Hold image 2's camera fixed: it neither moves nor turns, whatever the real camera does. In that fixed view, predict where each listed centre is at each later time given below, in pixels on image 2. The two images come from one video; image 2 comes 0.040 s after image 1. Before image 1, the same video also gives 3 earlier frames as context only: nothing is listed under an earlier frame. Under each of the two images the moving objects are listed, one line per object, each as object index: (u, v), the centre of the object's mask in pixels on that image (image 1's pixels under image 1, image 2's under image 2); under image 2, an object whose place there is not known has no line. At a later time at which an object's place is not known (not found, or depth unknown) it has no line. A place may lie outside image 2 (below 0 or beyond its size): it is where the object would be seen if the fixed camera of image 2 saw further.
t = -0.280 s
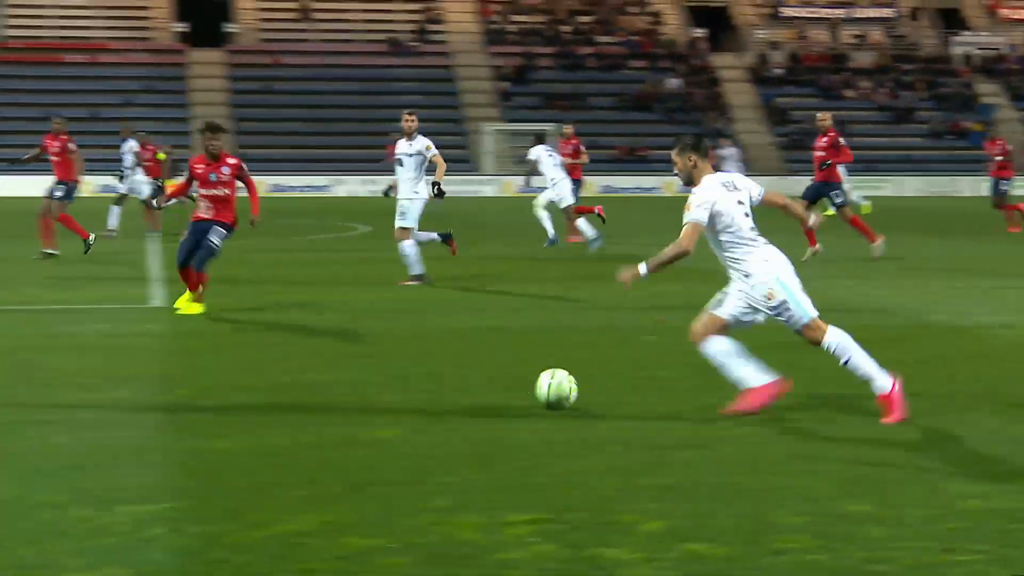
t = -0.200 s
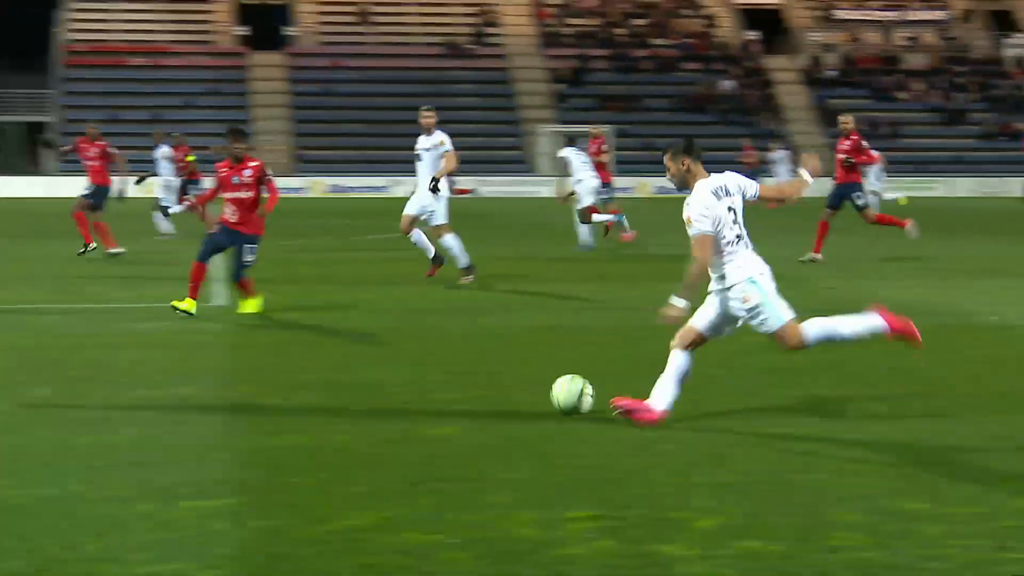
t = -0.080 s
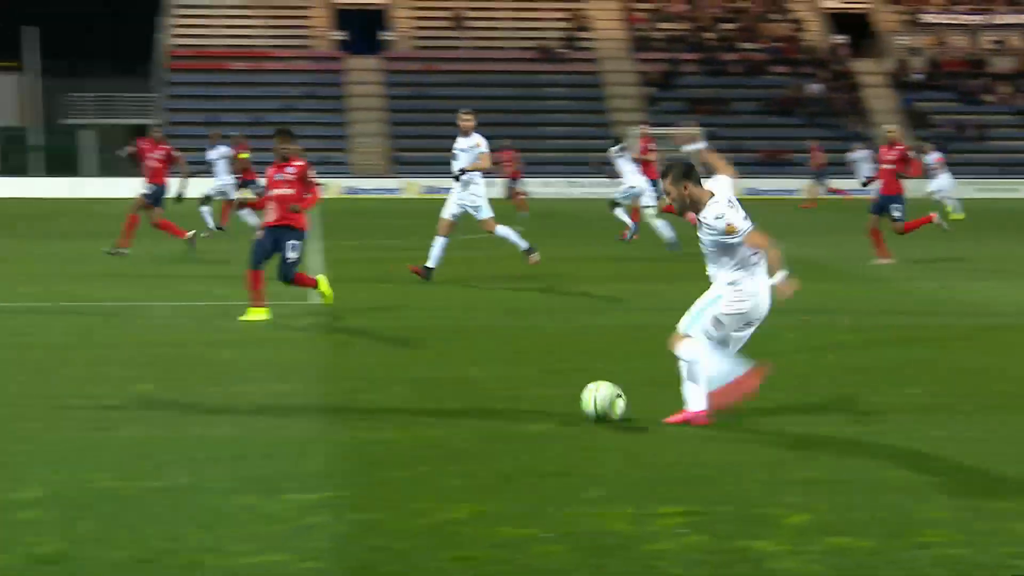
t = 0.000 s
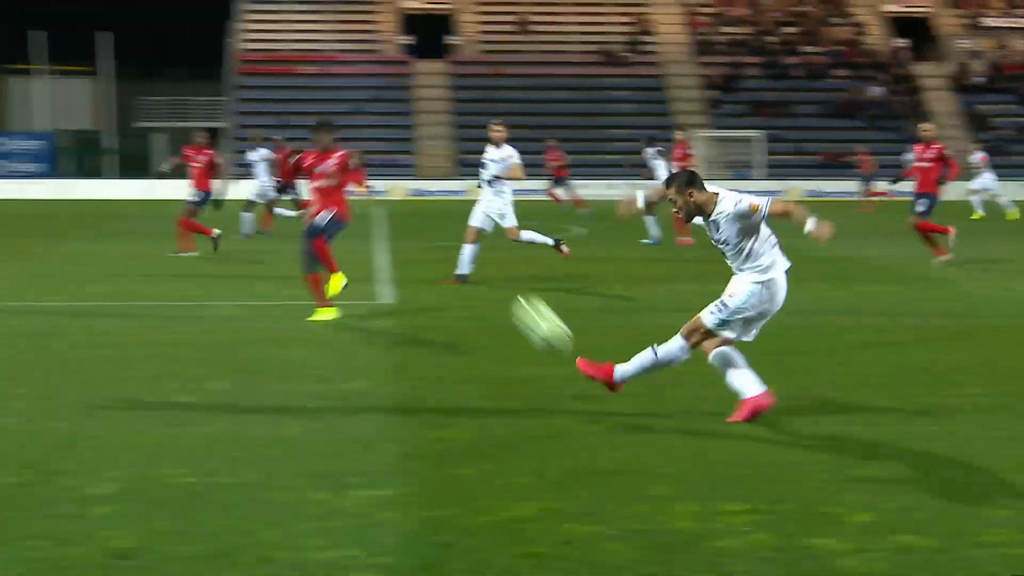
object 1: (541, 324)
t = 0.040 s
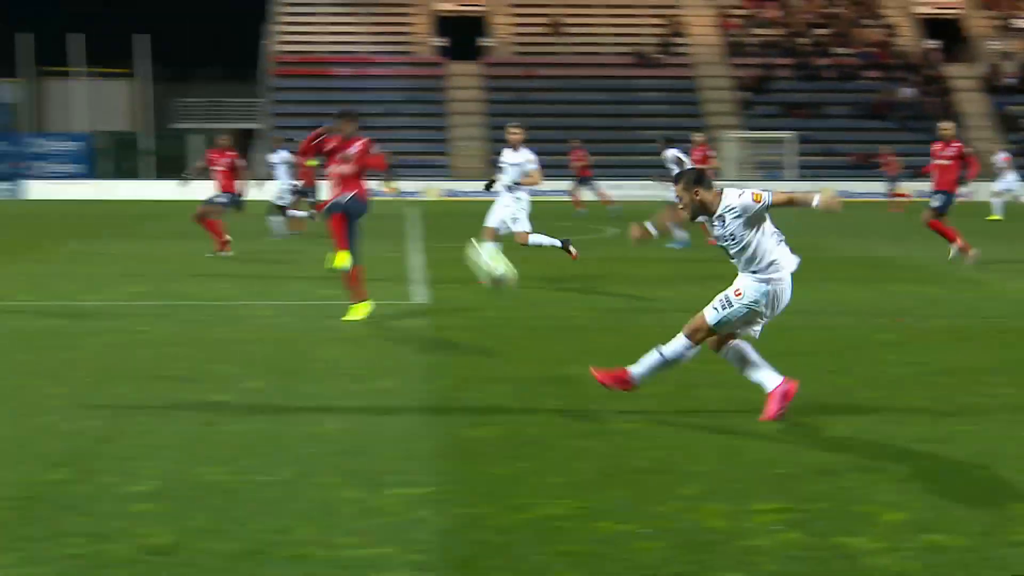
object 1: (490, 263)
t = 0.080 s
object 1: (420, 215)
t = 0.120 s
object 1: (359, 175)
